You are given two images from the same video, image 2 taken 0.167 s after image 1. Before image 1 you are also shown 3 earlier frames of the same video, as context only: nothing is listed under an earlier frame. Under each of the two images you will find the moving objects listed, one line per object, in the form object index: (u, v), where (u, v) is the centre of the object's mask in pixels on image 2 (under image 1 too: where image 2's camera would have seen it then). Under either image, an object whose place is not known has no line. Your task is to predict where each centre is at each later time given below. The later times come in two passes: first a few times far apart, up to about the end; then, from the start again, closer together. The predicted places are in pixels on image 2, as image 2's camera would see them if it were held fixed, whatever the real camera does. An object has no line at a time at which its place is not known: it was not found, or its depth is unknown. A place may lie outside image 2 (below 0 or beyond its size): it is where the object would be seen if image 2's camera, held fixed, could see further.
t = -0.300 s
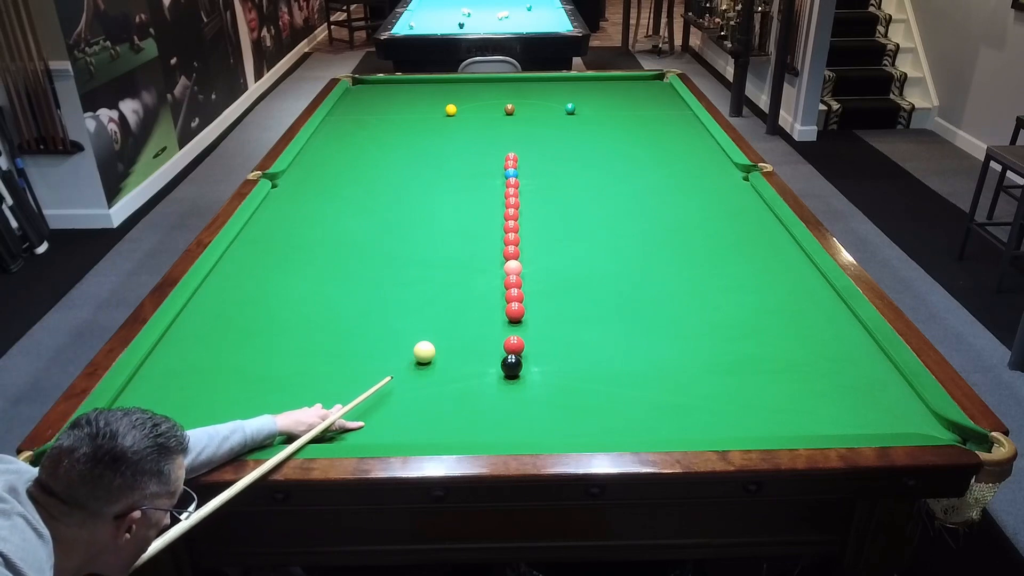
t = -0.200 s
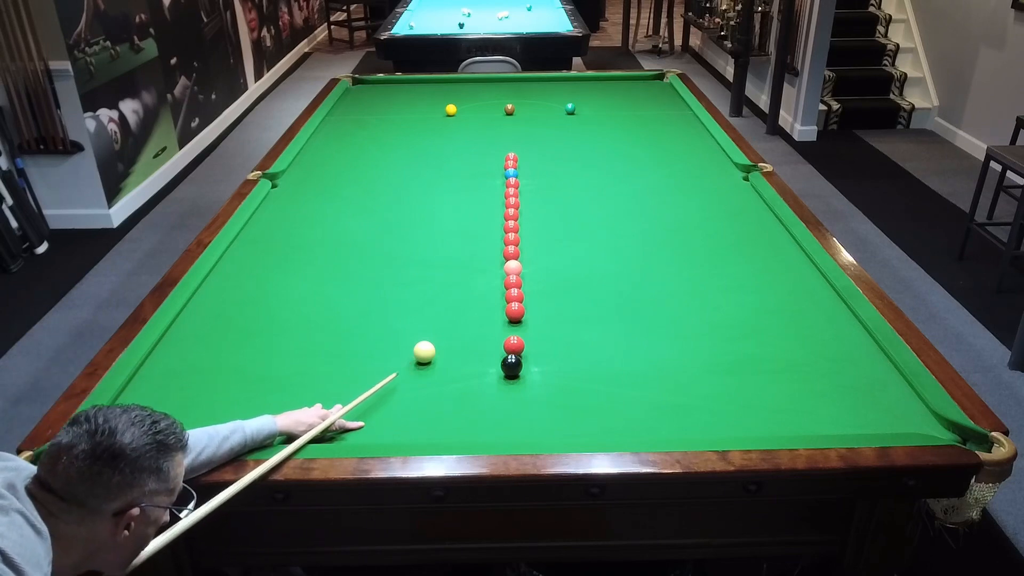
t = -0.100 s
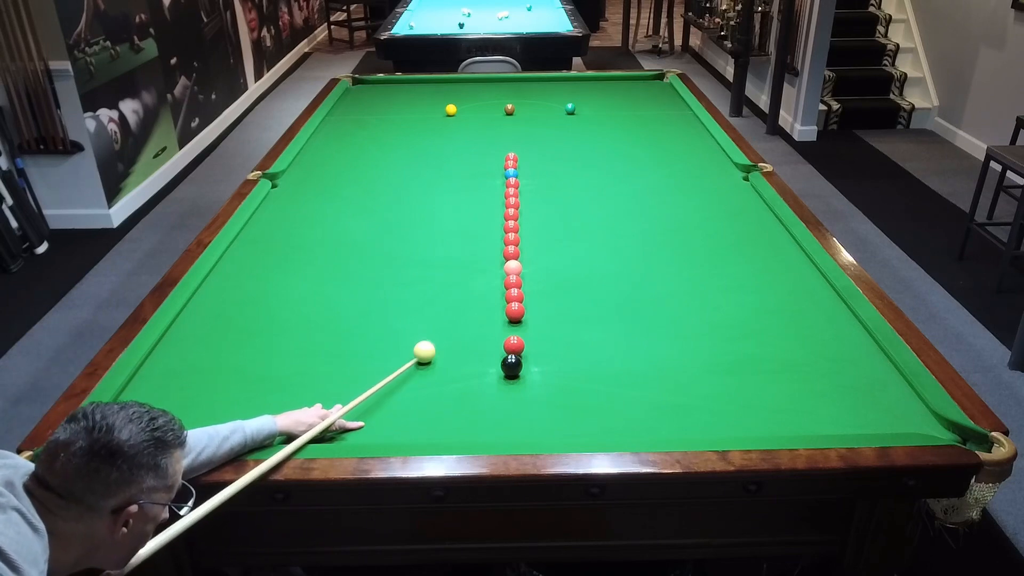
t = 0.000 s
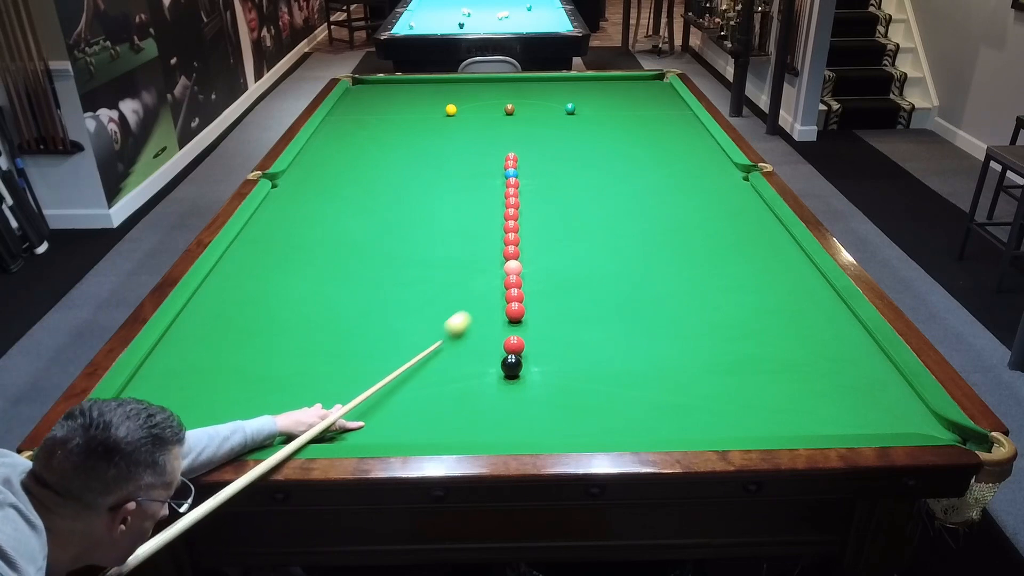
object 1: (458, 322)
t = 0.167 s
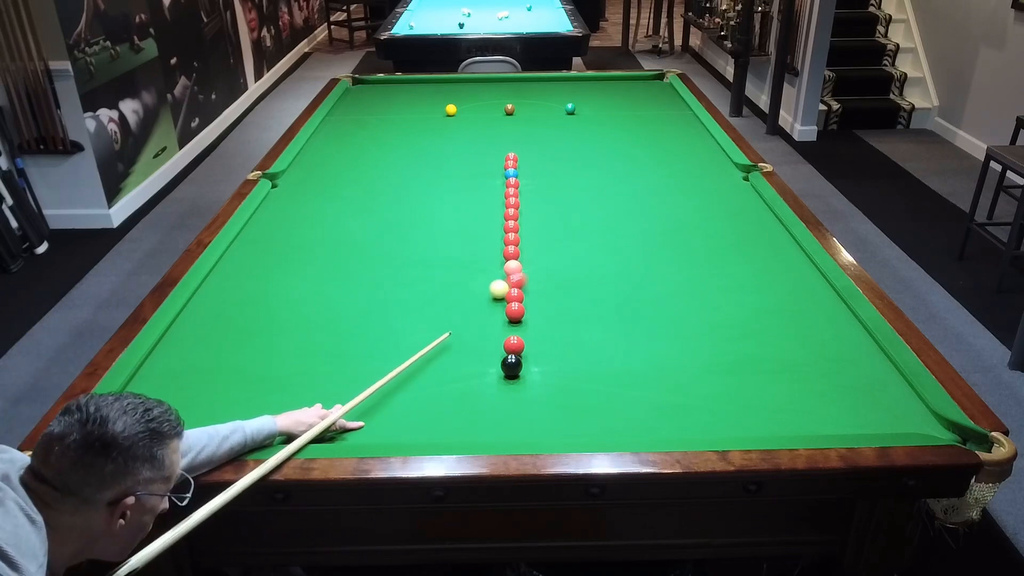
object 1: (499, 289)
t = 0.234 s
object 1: (496, 286)
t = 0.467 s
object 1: (490, 276)
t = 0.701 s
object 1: (485, 267)
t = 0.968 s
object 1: (480, 258)
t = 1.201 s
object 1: (476, 252)
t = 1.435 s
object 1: (473, 246)
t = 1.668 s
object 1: (470, 242)
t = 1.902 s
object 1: (468, 238)
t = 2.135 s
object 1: (465, 235)
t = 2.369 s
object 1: (463, 233)
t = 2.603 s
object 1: (462, 231)
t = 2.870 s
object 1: (460, 230)
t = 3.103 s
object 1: (460, 230)
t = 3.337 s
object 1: (460, 230)
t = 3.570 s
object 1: (460, 230)
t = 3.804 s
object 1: (460, 230)
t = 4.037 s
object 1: (460, 230)
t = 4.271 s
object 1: (460, 230)
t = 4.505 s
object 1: (460, 230)
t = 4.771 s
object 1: (460, 230)
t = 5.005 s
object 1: (460, 230)
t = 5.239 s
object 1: (460, 230)
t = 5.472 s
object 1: (460, 230)
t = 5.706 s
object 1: (460, 230)
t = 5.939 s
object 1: (460, 230)
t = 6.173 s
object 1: (460, 230)
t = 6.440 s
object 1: (460, 230)
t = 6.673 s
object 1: (460, 230)
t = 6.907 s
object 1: (460, 230)
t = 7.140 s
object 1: (460, 230)
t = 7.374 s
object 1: (460, 230)
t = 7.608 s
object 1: (460, 230)
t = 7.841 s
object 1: (460, 230)
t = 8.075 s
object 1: (460, 230)
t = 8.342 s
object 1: (460, 230)
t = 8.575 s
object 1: (460, 230)
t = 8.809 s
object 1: (460, 230)
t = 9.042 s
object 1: (460, 230)
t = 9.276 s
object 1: (460, 230)
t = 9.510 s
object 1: (460, 230)
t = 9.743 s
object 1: (460, 230)
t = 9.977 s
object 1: (460, 230)
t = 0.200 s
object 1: (497, 288)
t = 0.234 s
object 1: (496, 286)
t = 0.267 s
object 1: (495, 285)
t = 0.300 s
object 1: (494, 283)
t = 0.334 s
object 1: (493, 281)
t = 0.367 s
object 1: (492, 280)
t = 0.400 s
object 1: (491, 279)
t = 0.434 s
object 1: (490, 277)
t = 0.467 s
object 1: (490, 276)
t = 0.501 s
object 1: (489, 274)
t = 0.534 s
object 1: (488, 273)
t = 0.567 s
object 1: (488, 272)
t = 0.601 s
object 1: (487, 271)
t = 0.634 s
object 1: (486, 269)
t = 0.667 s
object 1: (485, 268)
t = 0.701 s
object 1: (485, 267)
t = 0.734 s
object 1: (484, 266)
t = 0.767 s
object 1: (483, 265)
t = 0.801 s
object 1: (483, 263)
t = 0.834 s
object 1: (482, 262)
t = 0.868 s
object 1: (482, 261)
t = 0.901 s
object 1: (481, 260)
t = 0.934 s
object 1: (481, 259)
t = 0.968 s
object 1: (480, 258)
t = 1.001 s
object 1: (480, 257)
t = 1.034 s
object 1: (479, 256)
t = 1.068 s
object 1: (478, 255)
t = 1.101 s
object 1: (478, 254)
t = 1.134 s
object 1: (477, 254)
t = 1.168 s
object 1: (477, 253)
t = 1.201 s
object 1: (476, 252)
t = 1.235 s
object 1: (476, 251)
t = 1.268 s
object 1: (475, 250)
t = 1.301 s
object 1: (475, 249)
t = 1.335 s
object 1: (474, 249)
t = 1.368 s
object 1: (474, 248)
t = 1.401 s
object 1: (474, 247)
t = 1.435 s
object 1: (473, 246)
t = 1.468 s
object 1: (473, 245)
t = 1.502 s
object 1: (472, 245)
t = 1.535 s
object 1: (472, 244)
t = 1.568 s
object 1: (472, 243)
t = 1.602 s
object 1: (471, 243)
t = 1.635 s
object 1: (471, 242)
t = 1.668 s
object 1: (470, 242)
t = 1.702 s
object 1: (470, 241)
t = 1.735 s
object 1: (469, 240)
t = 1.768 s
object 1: (469, 240)
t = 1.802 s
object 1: (469, 239)
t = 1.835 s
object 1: (468, 239)
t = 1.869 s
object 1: (468, 238)
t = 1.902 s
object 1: (468, 238)
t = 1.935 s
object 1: (467, 237)
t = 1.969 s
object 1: (467, 237)
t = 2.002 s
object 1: (467, 237)
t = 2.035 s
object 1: (466, 236)
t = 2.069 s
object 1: (466, 236)
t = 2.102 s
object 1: (466, 235)
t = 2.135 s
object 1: (465, 235)
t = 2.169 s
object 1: (465, 234)
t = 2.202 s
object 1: (465, 234)
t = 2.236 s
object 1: (464, 234)
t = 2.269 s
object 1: (464, 233)
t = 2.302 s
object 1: (464, 233)
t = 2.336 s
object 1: (464, 233)
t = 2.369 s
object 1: (463, 233)
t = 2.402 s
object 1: (463, 232)
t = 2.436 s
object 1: (463, 232)
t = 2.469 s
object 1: (462, 232)
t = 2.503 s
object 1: (462, 232)
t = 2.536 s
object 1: (462, 231)
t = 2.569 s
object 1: (462, 231)
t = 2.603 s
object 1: (462, 231)
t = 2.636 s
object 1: (461, 231)
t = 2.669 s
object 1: (461, 231)
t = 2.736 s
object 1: (461, 230)
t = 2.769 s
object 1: (460, 230)
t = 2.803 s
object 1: (460, 230)
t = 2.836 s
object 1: (460, 230)
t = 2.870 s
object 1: (460, 230)
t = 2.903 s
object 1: (460, 230)
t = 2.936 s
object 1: (460, 230)
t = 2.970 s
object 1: (460, 230)
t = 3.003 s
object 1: (460, 230)
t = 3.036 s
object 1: (460, 230)
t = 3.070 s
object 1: (460, 230)
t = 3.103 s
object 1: (460, 230)
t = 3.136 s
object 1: (460, 230)
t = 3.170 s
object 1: (460, 230)
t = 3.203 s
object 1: (460, 230)
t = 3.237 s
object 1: (460, 230)
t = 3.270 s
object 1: (460, 230)
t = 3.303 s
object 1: (460, 230)
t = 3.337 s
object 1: (460, 230)
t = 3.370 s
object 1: (460, 230)
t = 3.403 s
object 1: (460, 230)
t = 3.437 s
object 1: (460, 230)
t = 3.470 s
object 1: (460, 230)
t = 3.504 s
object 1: (460, 230)
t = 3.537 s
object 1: (460, 230)
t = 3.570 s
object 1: (460, 230)
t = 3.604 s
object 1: (460, 230)
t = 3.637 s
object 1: (460, 230)
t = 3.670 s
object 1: (460, 230)
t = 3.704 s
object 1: (460, 230)
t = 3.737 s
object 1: (460, 230)
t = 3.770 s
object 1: (460, 230)
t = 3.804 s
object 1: (460, 230)
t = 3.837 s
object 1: (460, 230)
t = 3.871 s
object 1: (460, 230)
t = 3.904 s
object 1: (460, 230)
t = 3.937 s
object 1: (460, 230)
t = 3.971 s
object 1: (460, 230)
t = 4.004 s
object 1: (460, 230)
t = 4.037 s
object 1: (460, 230)
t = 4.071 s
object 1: (460, 230)
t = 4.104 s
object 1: (460, 230)
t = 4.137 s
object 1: (460, 230)
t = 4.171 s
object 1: (460, 230)
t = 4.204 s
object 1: (460, 230)
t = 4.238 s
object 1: (460, 230)
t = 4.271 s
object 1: (460, 230)
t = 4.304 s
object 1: (460, 230)
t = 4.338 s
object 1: (460, 230)
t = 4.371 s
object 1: (460, 230)
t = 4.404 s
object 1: (460, 230)
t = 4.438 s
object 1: (460, 230)
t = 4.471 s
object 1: (460, 230)
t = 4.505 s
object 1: (460, 230)
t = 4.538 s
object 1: (460, 230)
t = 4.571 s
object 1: (460, 230)
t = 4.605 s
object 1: (460, 230)
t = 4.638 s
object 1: (460, 230)
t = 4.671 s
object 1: (460, 230)
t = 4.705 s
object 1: (460, 230)
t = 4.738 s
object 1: (460, 230)
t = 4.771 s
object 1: (460, 230)
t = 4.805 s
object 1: (460, 230)
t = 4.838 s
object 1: (460, 230)
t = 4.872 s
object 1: (460, 230)
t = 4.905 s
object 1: (460, 230)
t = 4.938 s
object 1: (460, 230)
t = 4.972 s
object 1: (460, 230)
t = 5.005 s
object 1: (460, 230)
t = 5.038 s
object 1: (460, 230)
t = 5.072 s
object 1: (460, 230)
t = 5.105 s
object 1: (460, 230)
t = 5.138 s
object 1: (460, 230)
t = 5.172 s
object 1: (460, 230)
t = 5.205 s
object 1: (460, 230)
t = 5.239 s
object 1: (460, 230)
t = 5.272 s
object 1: (460, 230)
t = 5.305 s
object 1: (460, 230)
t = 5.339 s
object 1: (460, 230)
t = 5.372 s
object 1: (460, 230)
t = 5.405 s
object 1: (460, 230)
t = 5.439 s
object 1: (460, 230)
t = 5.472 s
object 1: (460, 230)
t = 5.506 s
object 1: (460, 230)
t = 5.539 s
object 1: (460, 230)
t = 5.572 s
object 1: (460, 230)
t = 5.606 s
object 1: (460, 230)
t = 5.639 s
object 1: (460, 230)
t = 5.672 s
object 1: (460, 230)
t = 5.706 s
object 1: (460, 230)
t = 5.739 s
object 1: (460, 230)
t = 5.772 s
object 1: (460, 230)
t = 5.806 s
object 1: (460, 230)
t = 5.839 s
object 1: (460, 230)
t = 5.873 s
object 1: (460, 230)
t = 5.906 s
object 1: (460, 230)
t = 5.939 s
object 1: (460, 230)
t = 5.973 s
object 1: (460, 230)
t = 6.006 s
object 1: (460, 230)
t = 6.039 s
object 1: (460, 230)
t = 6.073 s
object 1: (460, 230)
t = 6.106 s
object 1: (460, 230)
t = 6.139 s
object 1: (460, 230)
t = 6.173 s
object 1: (460, 230)
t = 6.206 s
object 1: (460, 230)
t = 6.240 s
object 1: (460, 230)
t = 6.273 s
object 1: (460, 230)
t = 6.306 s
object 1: (460, 230)
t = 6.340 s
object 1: (460, 230)
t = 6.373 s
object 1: (460, 230)
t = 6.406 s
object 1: (460, 230)
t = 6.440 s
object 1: (460, 230)
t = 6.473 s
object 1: (460, 230)
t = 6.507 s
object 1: (460, 230)
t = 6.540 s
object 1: (460, 230)
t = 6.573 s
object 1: (460, 230)
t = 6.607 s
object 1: (460, 230)
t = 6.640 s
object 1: (460, 230)
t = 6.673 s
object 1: (460, 230)
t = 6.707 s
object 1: (460, 230)
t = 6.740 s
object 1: (460, 230)
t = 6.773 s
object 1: (460, 230)
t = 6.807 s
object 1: (460, 230)
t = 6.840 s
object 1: (460, 230)
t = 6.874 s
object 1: (460, 230)
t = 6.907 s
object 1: (460, 230)
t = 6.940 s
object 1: (460, 230)
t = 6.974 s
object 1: (460, 230)
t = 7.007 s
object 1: (460, 230)
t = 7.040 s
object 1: (460, 230)
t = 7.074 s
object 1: (460, 230)
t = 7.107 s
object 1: (460, 230)
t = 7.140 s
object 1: (460, 230)
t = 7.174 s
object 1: (460, 230)
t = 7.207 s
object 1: (460, 230)
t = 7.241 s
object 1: (460, 230)
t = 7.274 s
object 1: (460, 230)
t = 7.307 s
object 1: (460, 230)
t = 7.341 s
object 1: (460, 230)
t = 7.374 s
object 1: (460, 230)
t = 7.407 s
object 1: (460, 230)
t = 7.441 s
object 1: (460, 230)
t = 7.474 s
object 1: (460, 230)
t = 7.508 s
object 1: (460, 230)
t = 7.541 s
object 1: (460, 230)
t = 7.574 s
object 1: (460, 230)
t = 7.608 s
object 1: (460, 230)
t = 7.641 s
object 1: (460, 230)
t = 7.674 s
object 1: (460, 230)
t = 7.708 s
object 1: (460, 230)
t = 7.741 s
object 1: (460, 230)
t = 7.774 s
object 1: (460, 230)
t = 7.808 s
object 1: (460, 230)
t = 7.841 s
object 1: (460, 230)
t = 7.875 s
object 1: (460, 230)
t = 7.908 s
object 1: (460, 230)
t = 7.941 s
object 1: (460, 230)
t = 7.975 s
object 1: (460, 230)
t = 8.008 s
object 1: (460, 230)
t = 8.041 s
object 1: (460, 230)
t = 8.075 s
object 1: (460, 230)
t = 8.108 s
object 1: (460, 230)
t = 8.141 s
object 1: (460, 230)
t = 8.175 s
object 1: (460, 230)
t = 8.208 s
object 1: (460, 230)
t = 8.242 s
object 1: (460, 230)
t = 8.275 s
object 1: (460, 230)
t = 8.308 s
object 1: (460, 230)
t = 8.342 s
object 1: (460, 230)
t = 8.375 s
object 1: (460, 230)
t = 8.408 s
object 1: (460, 230)
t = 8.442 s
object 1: (460, 230)
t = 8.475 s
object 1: (460, 230)
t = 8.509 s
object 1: (460, 230)
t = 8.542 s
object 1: (460, 230)
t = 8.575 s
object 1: (460, 230)
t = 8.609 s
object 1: (460, 230)
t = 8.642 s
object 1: (460, 230)
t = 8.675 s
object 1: (460, 230)
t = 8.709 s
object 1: (460, 230)
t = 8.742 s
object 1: (460, 230)
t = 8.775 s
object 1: (460, 230)
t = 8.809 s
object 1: (460, 230)
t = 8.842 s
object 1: (460, 230)
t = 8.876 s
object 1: (460, 230)
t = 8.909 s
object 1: (460, 230)
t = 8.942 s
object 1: (460, 230)
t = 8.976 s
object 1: (460, 230)
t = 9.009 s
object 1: (460, 230)
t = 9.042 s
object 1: (460, 230)
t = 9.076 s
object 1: (460, 230)
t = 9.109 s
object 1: (460, 230)
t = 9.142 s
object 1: (460, 230)
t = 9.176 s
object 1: (460, 230)
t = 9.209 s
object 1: (460, 230)
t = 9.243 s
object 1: (460, 230)
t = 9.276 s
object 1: (460, 230)
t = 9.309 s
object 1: (460, 230)
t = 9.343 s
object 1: (460, 230)
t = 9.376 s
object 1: (460, 230)
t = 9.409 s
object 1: (460, 230)
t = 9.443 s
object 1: (460, 230)
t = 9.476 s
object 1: (460, 230)
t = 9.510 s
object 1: (460, 230)
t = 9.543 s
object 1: (460, 230)
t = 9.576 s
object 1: (460, 230)
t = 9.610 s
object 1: (460, 230)
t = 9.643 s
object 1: (460, 230)
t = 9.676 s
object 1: (460, 230)
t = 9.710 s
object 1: (460, 230)
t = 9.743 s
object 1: (460, 230)
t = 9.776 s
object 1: (460, 230)
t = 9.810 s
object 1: (460, 230)
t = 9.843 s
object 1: (460, 230)
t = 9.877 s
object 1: (460, 230)
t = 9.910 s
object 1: (460, 230)
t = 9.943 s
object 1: (460, 230)
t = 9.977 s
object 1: (460, 230)
